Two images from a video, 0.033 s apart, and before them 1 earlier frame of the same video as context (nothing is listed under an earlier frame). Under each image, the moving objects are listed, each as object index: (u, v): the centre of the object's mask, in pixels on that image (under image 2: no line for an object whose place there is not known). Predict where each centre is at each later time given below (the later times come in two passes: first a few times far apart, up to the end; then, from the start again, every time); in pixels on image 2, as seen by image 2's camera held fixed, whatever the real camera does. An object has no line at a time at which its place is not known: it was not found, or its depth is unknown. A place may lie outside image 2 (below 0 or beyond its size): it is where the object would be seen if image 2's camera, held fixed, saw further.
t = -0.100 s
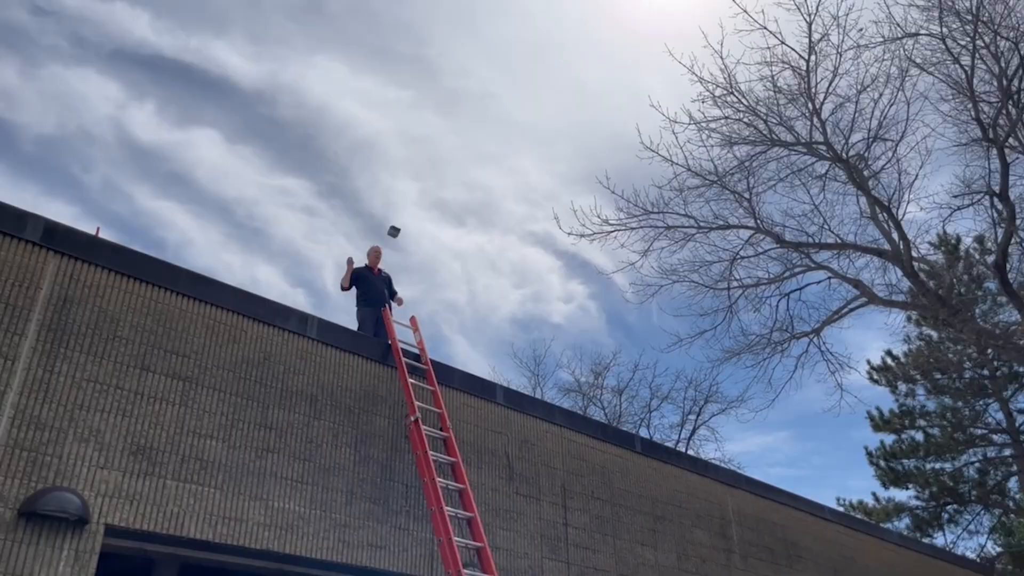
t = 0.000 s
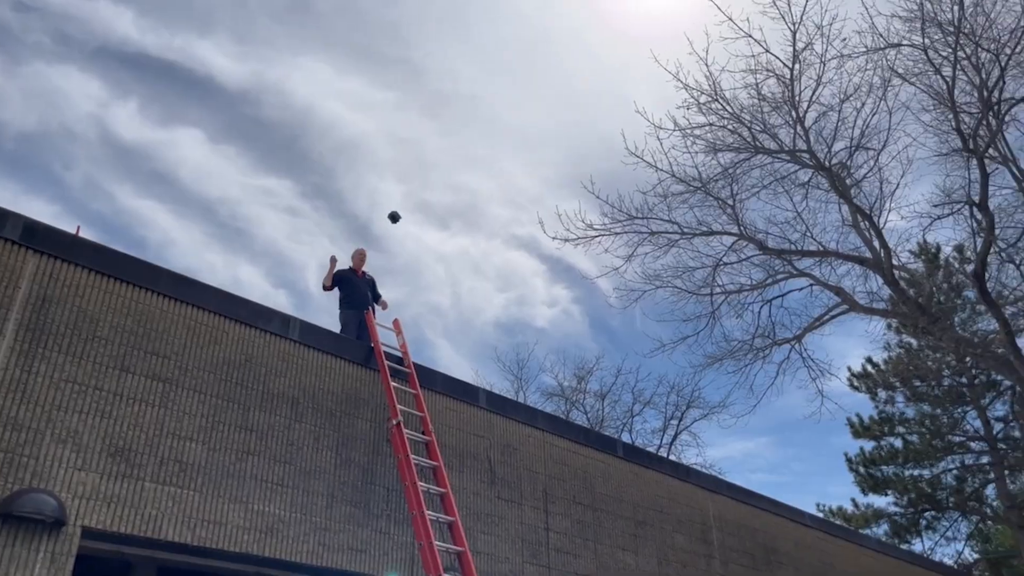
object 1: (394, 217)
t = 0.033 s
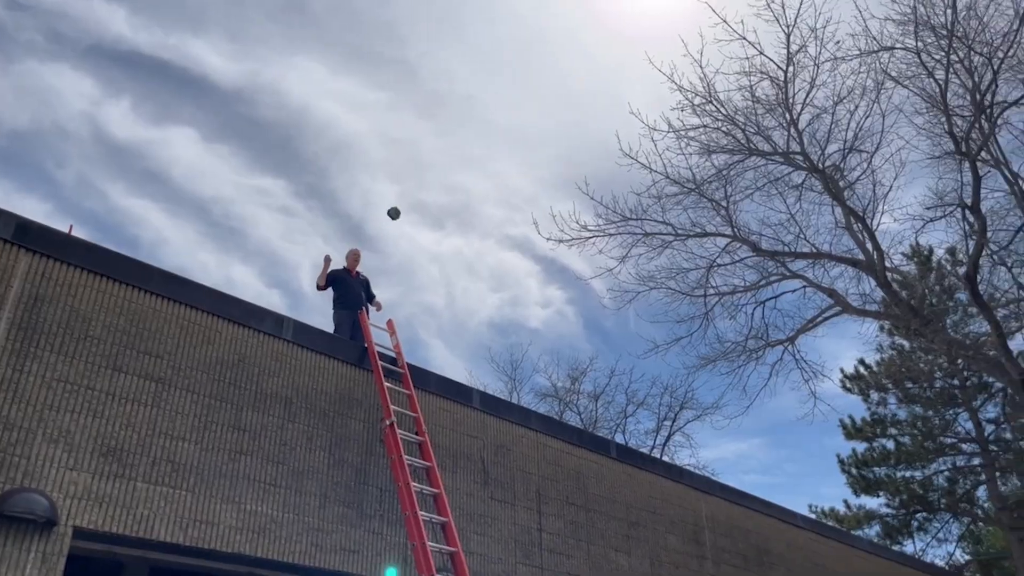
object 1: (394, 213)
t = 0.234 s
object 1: (428, 205)
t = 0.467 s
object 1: (472, 238)
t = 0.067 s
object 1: (399, 211)
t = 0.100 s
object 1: (404, 207)
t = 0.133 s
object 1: (410, 206)
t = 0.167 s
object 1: (416, 204)
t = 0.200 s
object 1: (421, 205)
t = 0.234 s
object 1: (428, 205)
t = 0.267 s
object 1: (433, 207)
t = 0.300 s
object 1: (440, 210)
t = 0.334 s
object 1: (446, 213)
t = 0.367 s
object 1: (453, 217)
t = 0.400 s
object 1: (460, 222)
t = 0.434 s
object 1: (466, 230)
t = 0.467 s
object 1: (472, 238)
